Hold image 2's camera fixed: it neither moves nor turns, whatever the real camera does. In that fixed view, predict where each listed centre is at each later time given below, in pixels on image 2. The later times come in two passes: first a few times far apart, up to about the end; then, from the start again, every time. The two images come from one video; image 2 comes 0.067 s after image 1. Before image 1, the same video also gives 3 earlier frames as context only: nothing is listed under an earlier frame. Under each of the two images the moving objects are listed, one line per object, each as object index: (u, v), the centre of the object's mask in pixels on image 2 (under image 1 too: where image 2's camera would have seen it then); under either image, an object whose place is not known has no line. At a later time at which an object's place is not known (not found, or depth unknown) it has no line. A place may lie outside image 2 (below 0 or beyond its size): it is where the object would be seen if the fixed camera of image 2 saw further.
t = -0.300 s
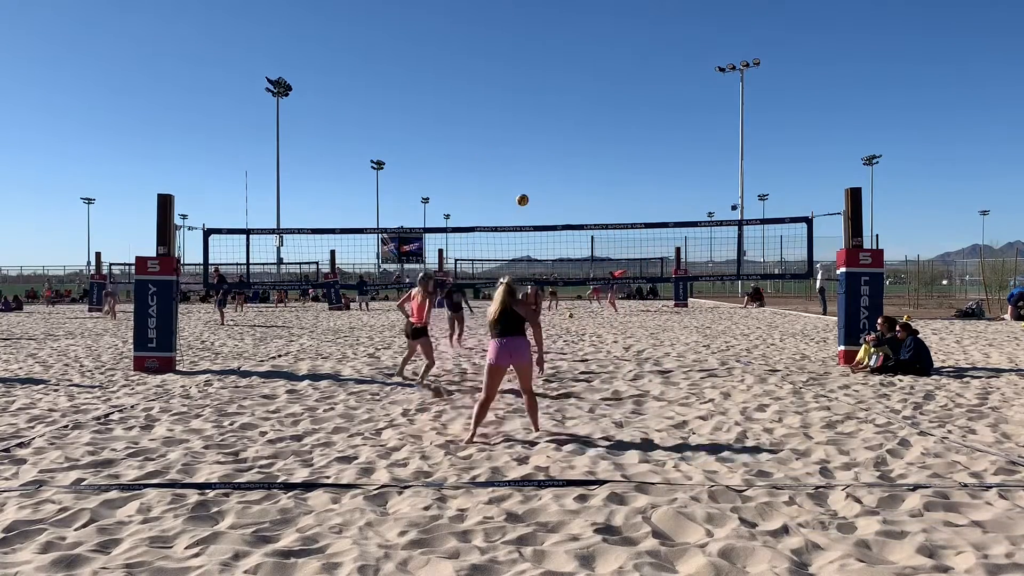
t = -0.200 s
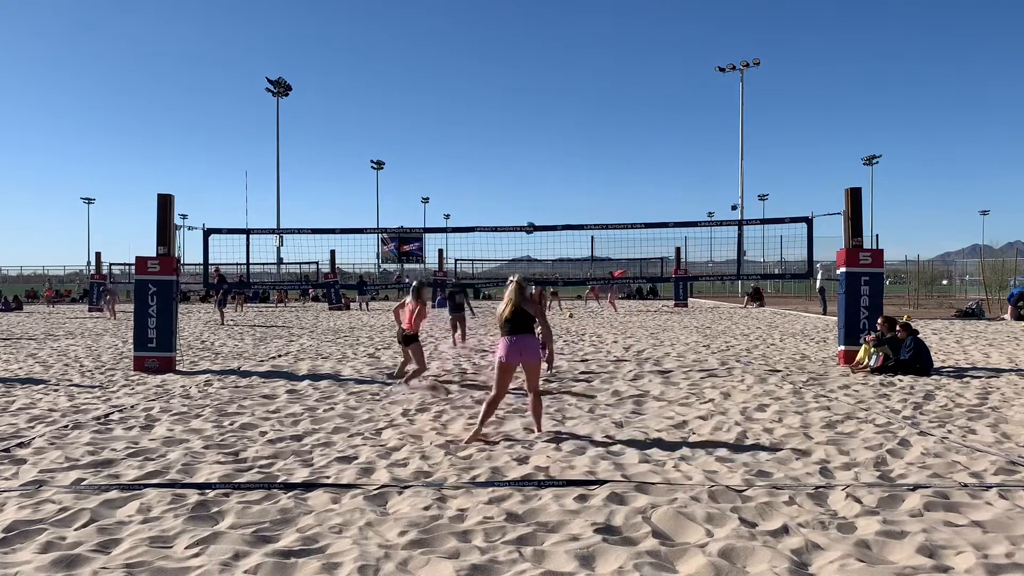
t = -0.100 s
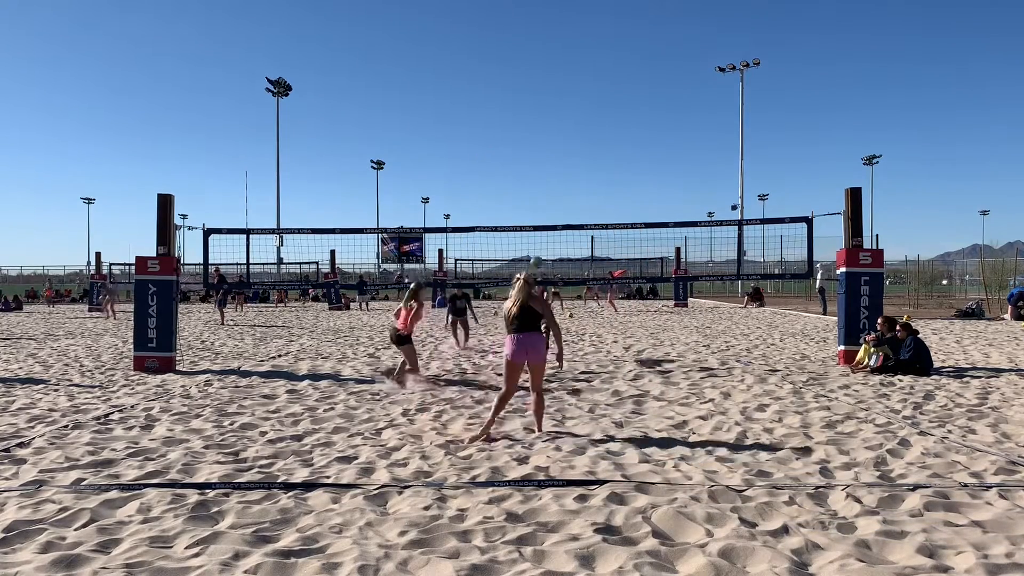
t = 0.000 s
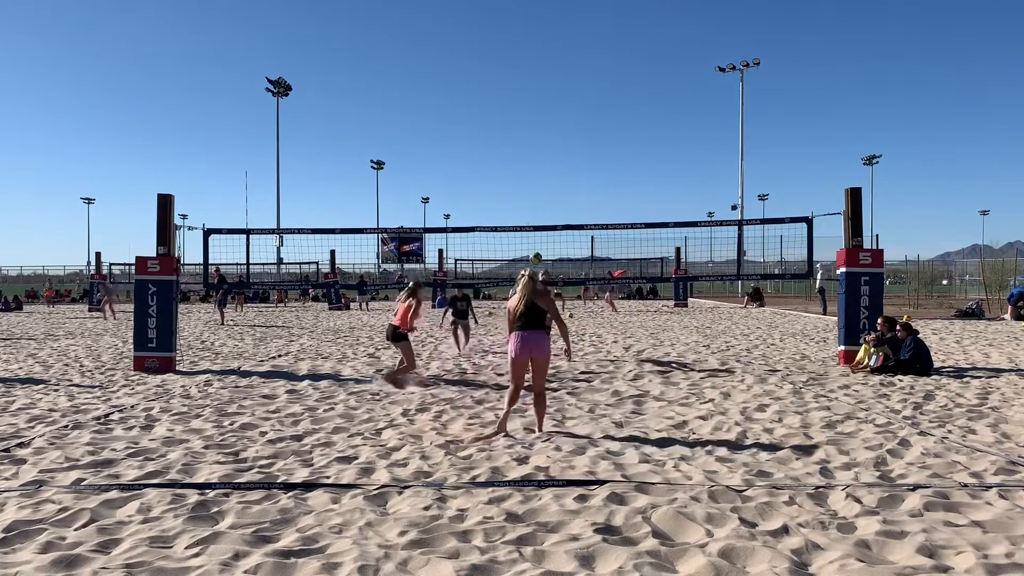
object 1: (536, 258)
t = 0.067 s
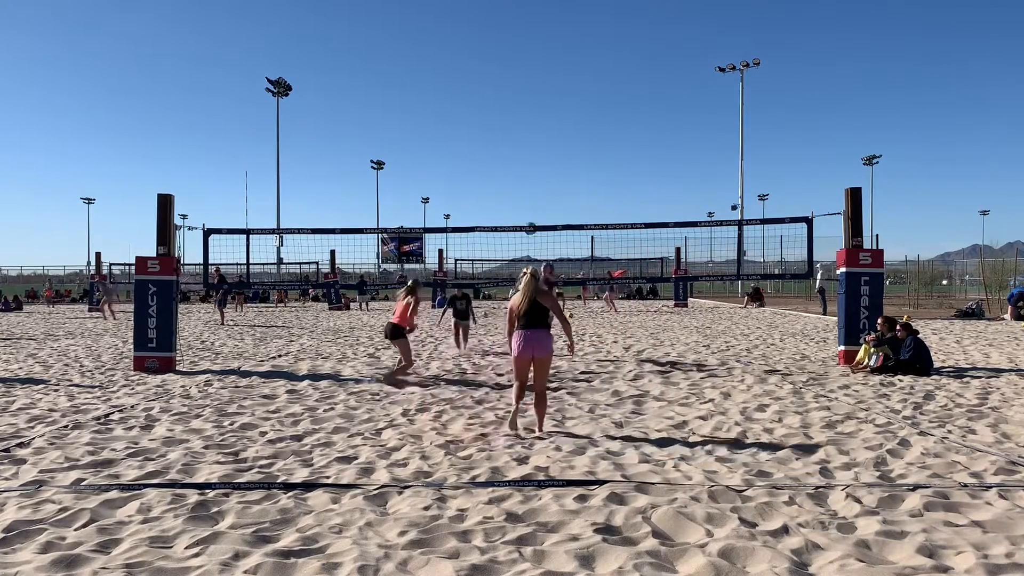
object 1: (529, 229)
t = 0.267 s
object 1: (513, 155)
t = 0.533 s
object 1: (492, 98)
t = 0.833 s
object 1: (470, 85)
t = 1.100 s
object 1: (452, 119)
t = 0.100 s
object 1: (527, 214)
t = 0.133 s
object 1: (524, 201)
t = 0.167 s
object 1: (522, 189)
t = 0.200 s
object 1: (519, 177)
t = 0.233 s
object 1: (516, 166)
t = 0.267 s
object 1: (513, 155)
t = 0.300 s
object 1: (511, 146)
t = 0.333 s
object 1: (508, 137)
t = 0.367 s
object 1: (505, 129)
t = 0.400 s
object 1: (503, 121)
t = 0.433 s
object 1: (500, 114)
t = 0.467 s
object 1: (497, 109)
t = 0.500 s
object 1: (495, 103)
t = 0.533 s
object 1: (492, 98)
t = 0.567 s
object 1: (490, 94)
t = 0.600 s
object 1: (487, 91)
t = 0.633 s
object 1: (485, 88)
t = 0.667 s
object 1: (482, 86)
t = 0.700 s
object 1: (480, 84)
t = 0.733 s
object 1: (477, 84)
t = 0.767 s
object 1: (475, 84)
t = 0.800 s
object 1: (473, 84)
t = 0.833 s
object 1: (470, 85)
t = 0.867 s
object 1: (468, 87)
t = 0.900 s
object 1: (465, 90)
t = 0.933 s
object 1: (463, 93)
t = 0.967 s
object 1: (461, 97)
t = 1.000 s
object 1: (459, 101)
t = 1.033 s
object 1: (456, 107)
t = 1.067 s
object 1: (454, 113)
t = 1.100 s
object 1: (452, 119)
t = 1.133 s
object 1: (450, 127)
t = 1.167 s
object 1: (448, 134)
